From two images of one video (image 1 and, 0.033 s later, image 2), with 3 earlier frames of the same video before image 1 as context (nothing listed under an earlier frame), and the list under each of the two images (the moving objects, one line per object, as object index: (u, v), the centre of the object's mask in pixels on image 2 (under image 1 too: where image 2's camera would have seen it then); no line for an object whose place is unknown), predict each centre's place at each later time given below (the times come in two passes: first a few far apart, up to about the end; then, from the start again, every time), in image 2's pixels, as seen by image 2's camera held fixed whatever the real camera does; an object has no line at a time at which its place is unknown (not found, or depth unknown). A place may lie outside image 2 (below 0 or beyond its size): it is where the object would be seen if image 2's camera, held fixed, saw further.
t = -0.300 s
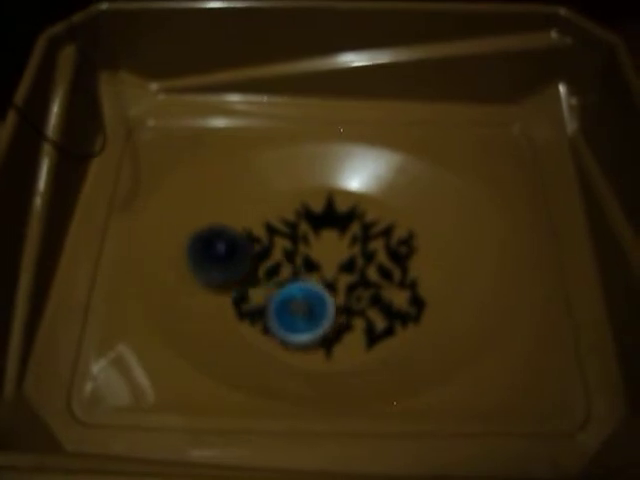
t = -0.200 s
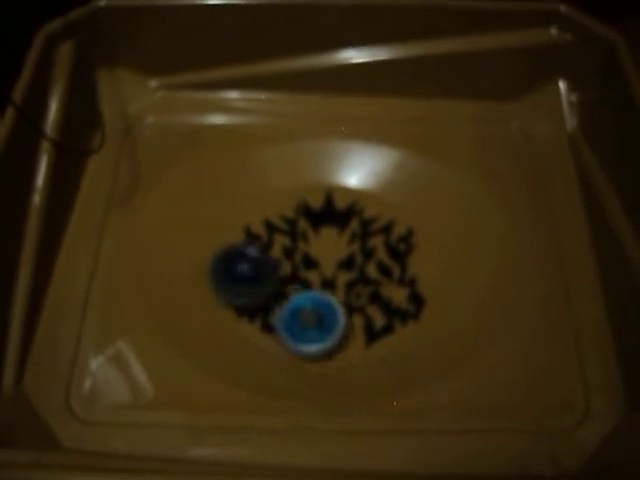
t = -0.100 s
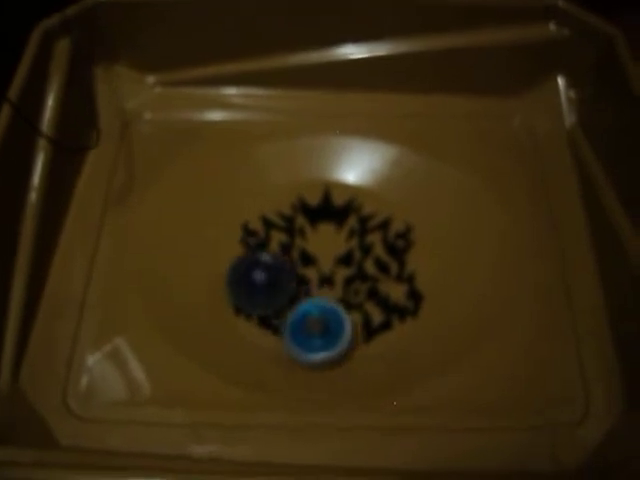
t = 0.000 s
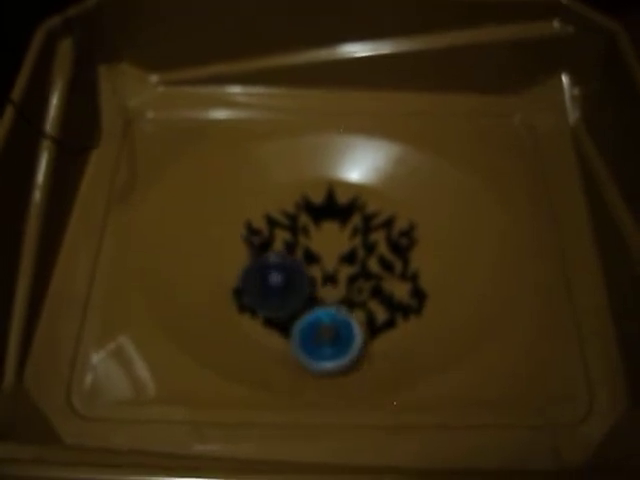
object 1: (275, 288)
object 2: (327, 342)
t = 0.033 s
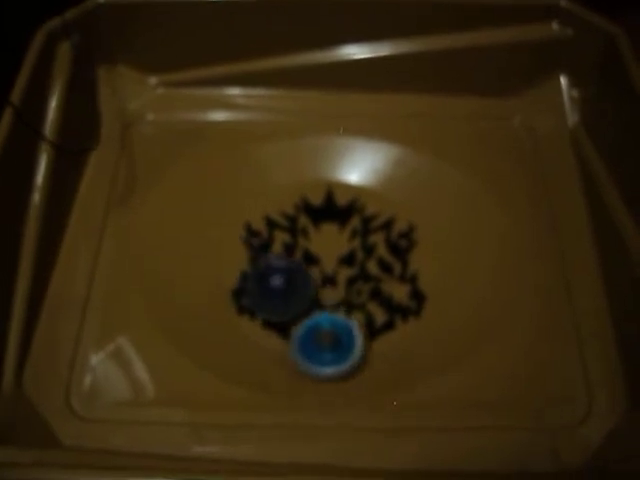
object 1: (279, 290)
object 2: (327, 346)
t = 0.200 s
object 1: (291, 292)
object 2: (339, 355)
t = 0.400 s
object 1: (287, 269)
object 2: (364, 326)
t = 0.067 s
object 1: (281, 290)
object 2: (329, 348)
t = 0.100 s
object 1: (286, 294)
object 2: (330, 351)
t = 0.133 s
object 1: (289, 295)
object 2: (330, 353)
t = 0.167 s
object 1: (291, 294)
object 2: (333, 353)
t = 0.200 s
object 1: (291, 292)
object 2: (339, 355)
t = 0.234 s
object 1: (291, 283)
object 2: (347, 355)
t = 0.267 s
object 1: (286, 276)
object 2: (353, 351)
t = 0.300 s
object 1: (288, 274)
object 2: (358, 343)
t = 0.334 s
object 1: (286, 271)
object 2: (361, 336)
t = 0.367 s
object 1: (287, 270)
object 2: (364, 331)
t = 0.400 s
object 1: (287, 269)
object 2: (364, 326)
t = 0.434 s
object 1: (288, 268)
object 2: (365, 321)
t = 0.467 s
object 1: (288, 267)
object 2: (363, 319)
